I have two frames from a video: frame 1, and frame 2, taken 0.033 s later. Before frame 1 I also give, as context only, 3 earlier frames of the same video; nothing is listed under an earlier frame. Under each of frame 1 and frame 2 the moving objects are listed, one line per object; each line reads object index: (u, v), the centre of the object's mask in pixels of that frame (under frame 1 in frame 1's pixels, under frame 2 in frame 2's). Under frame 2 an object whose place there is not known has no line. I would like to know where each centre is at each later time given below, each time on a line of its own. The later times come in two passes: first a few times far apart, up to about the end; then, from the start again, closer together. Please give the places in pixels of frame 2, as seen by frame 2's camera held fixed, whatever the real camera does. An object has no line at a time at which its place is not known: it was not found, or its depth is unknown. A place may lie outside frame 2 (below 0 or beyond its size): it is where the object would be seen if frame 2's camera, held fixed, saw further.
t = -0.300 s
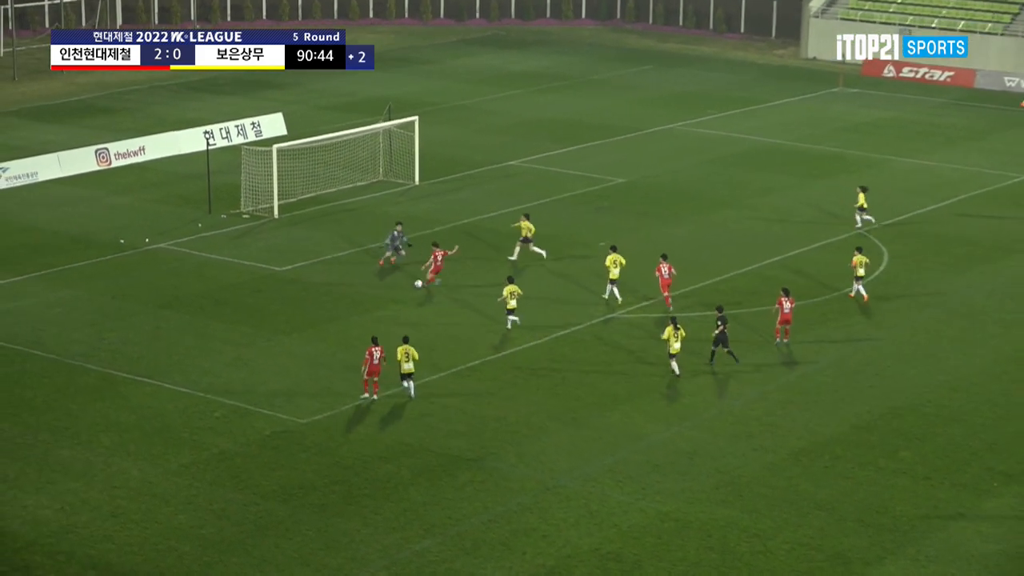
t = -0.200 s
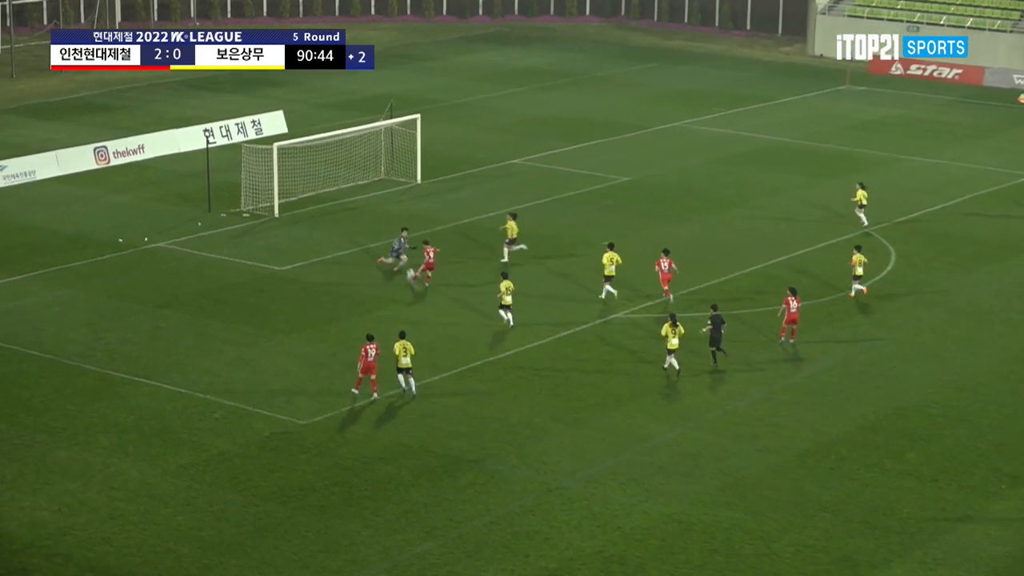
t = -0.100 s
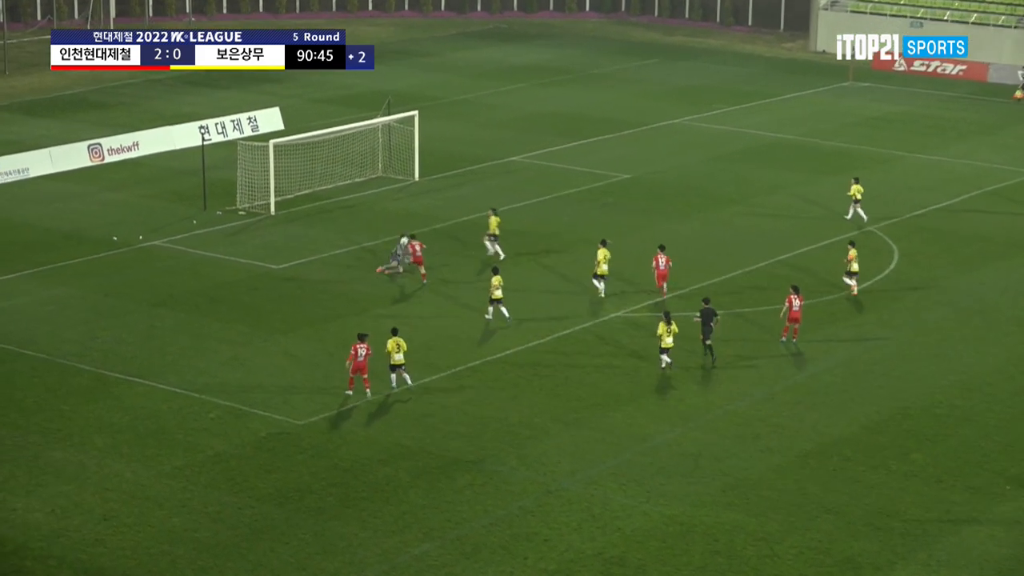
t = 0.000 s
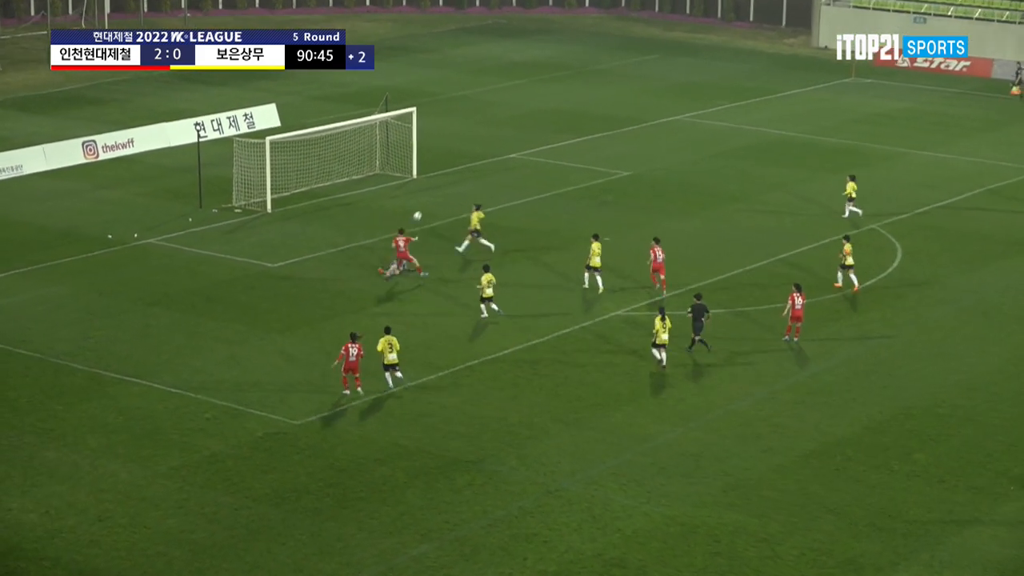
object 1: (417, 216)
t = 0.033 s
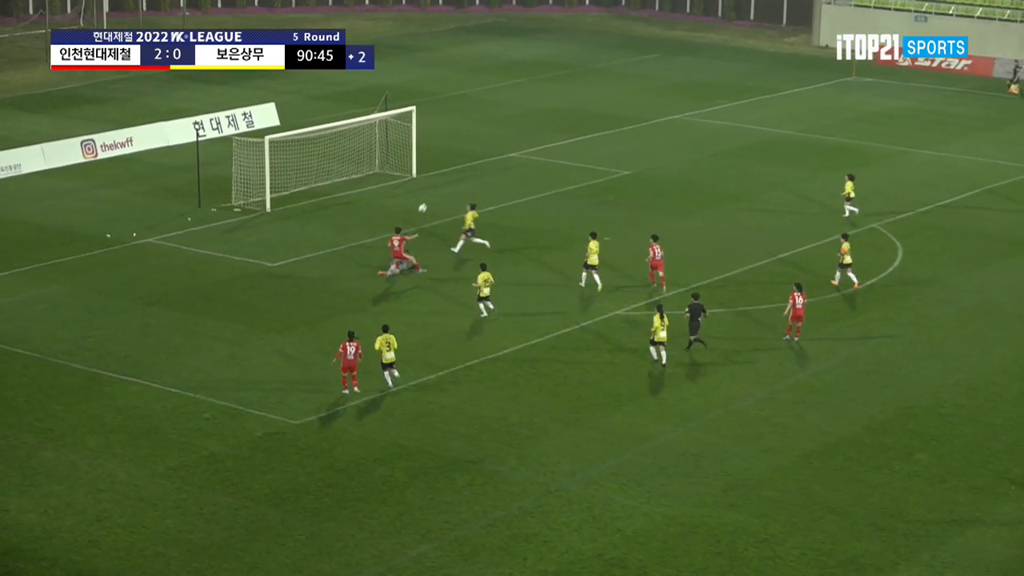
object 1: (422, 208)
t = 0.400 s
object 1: (479, 153)
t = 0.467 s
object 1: (489, 147)
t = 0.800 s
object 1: (538, 142)
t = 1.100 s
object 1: (584, 168)
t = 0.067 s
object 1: (427, 200)
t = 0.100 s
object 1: (432, 195)
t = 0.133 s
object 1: (438, 189)
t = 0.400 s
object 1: (479, 153)
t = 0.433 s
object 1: (484, 150)
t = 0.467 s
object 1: (489, 147)
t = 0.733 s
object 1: (529, 140)
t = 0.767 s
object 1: (534, 141)
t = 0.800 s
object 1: (538, 142)
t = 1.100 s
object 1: (584, 168)
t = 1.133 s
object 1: (589, 172)
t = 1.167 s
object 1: (593, 177)
